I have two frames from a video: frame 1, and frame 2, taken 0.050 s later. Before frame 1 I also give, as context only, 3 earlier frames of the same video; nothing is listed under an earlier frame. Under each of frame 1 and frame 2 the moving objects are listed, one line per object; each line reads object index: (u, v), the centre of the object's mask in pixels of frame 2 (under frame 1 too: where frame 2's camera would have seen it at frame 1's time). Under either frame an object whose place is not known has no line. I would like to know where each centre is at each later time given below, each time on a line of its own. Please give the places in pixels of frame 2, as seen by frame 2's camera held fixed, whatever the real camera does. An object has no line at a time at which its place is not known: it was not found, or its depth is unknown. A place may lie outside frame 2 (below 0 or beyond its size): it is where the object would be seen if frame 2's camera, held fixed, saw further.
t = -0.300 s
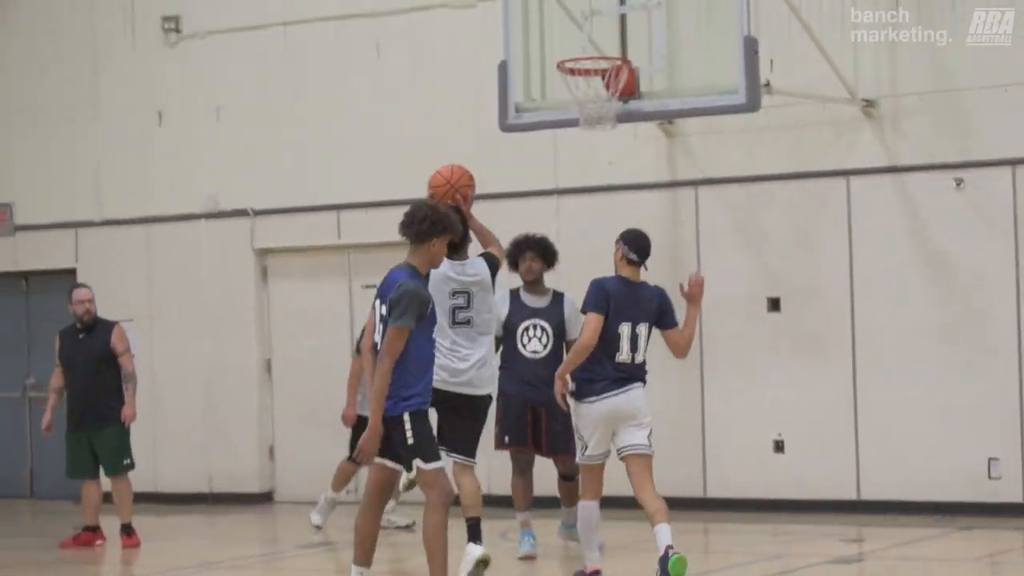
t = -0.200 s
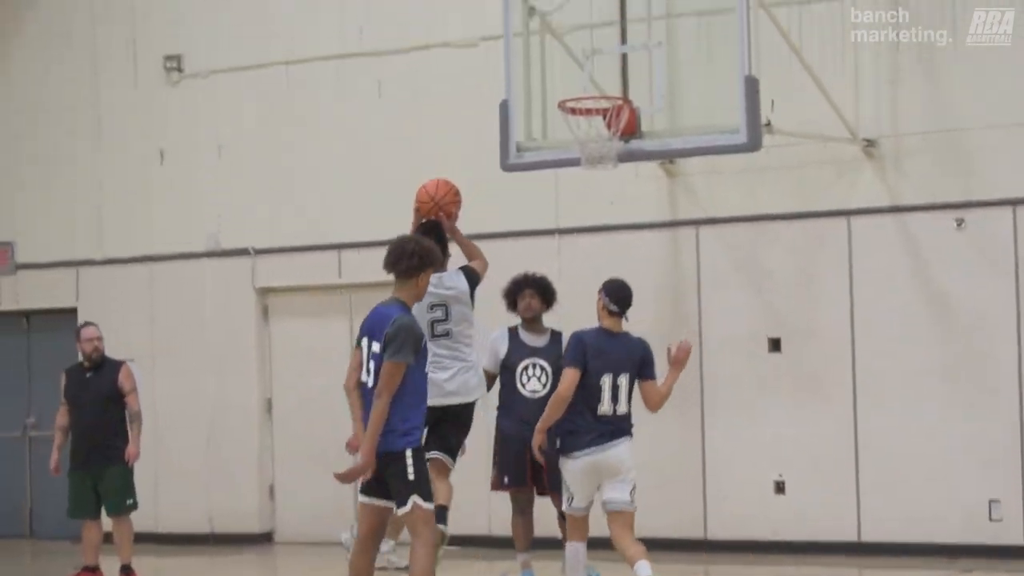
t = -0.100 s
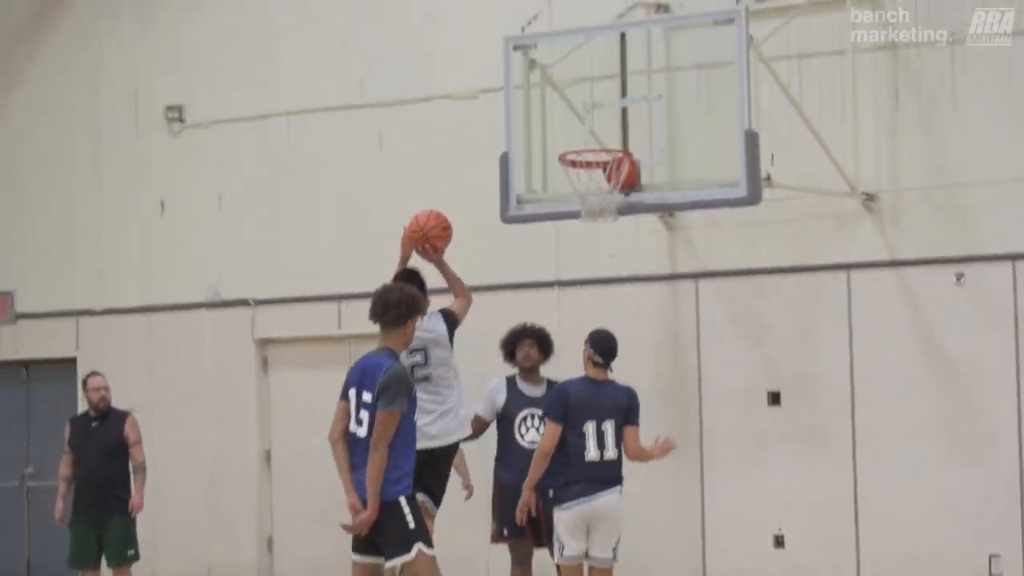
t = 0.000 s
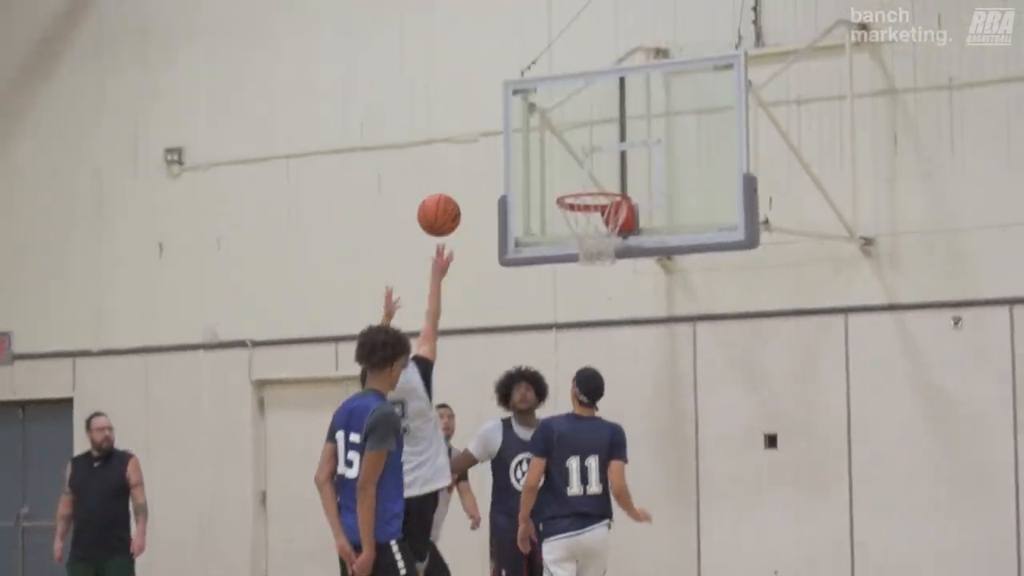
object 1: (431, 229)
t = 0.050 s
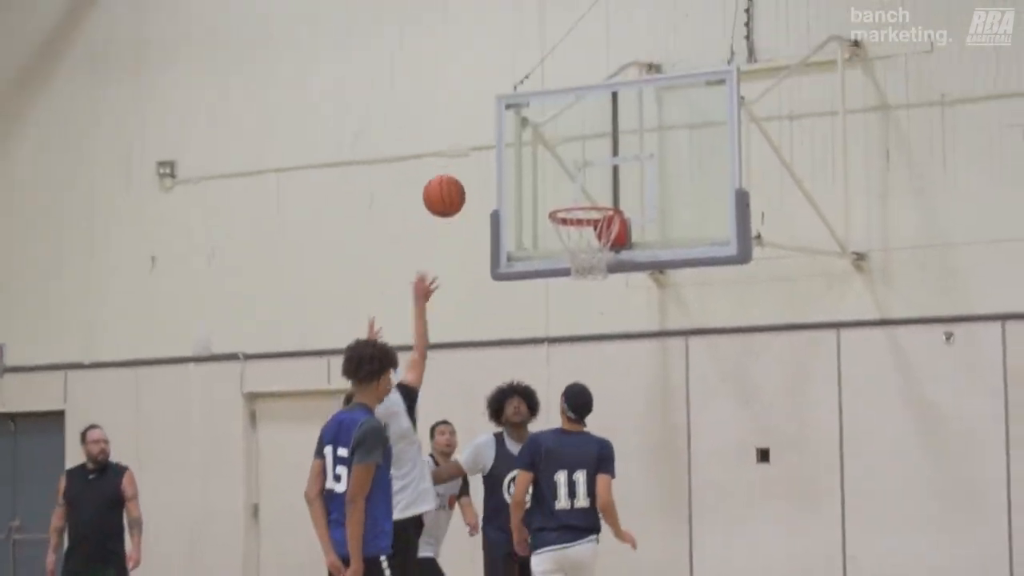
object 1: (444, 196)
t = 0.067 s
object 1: (448, 186)
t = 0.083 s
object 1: (452, 177)
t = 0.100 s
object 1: (456, 169)
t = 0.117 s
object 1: (460, 160)
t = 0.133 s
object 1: (464, 153)
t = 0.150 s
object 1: (468, 146)
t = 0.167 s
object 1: (472, 140)
